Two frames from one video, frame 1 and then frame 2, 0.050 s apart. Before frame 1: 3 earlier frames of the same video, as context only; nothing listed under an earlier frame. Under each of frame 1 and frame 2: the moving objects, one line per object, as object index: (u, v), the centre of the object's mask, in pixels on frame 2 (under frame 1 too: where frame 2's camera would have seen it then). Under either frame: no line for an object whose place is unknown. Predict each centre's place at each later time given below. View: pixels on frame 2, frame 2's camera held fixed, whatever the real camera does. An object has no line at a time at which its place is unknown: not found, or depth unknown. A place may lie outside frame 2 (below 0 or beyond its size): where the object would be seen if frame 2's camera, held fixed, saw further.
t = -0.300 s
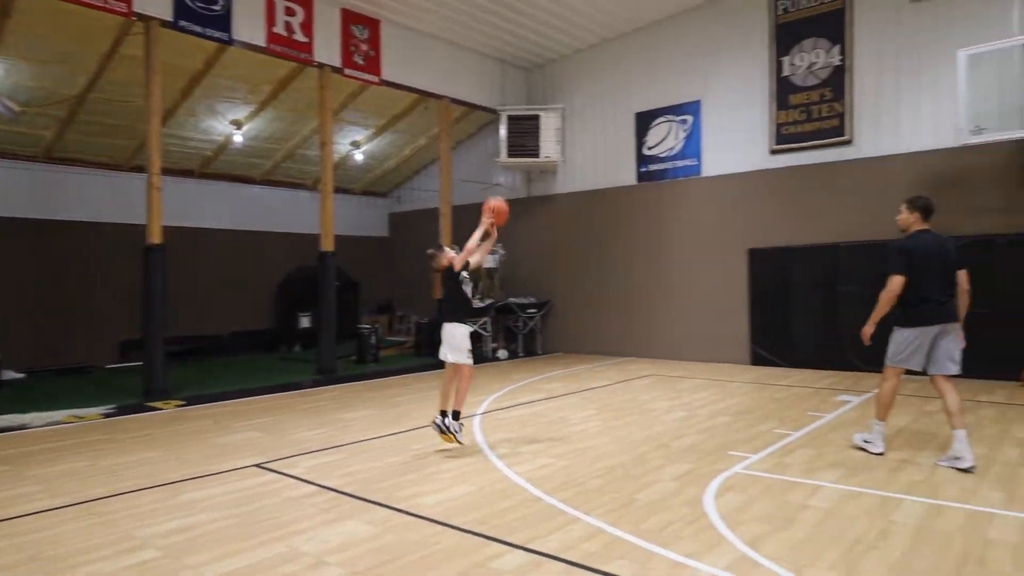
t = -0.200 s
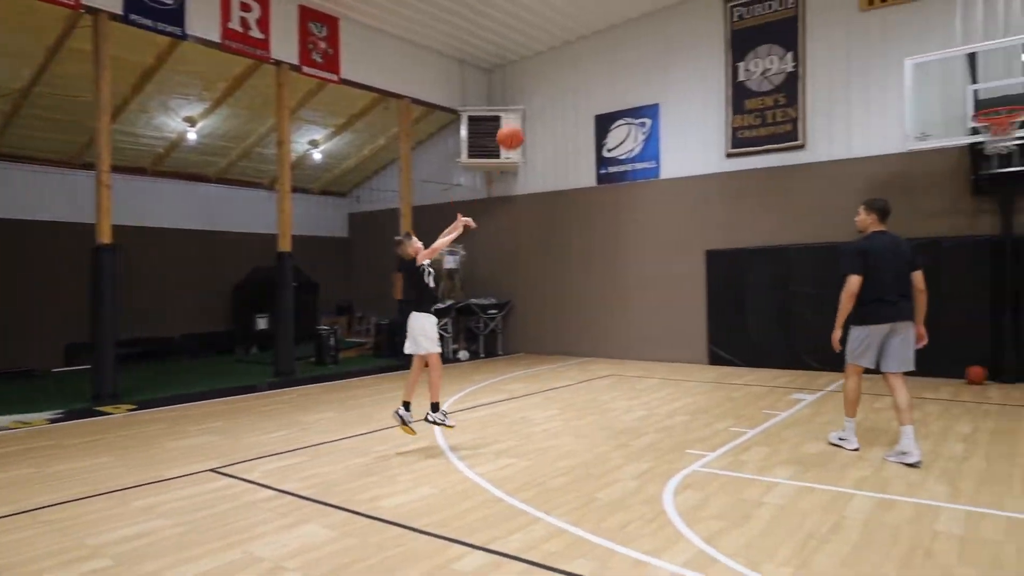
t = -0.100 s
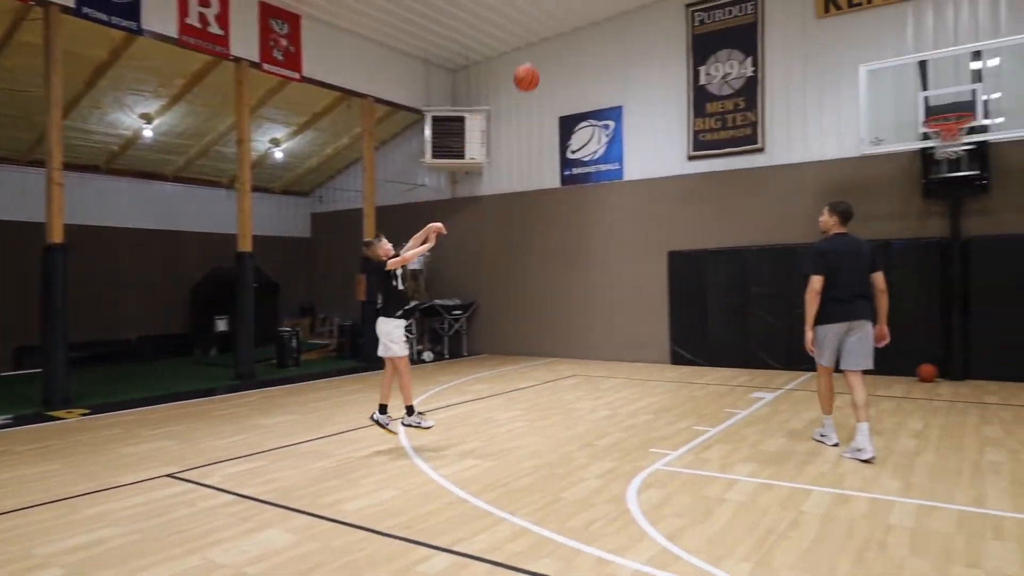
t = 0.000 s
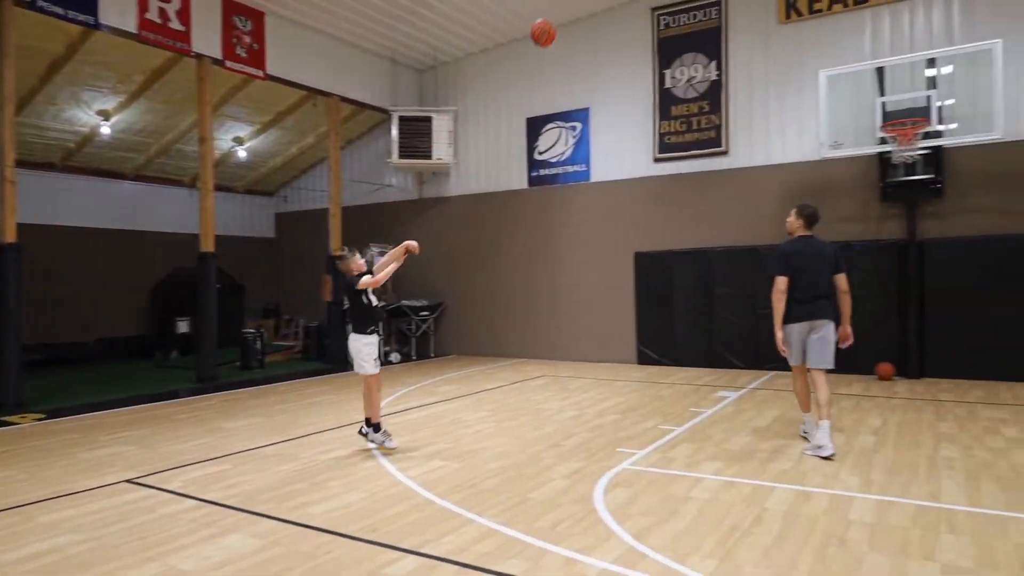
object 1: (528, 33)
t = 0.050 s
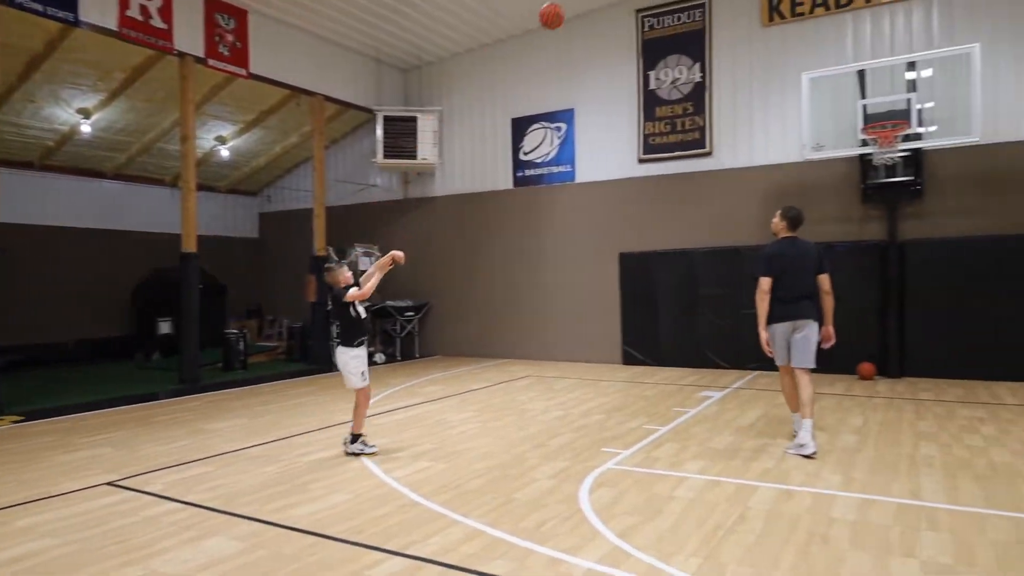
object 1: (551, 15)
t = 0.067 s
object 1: (559, 11)
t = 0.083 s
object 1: (567, 8)
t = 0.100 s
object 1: (574, 6)
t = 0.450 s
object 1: (713, -10)
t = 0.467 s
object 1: (718, -10)
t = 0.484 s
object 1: (724, -9)
